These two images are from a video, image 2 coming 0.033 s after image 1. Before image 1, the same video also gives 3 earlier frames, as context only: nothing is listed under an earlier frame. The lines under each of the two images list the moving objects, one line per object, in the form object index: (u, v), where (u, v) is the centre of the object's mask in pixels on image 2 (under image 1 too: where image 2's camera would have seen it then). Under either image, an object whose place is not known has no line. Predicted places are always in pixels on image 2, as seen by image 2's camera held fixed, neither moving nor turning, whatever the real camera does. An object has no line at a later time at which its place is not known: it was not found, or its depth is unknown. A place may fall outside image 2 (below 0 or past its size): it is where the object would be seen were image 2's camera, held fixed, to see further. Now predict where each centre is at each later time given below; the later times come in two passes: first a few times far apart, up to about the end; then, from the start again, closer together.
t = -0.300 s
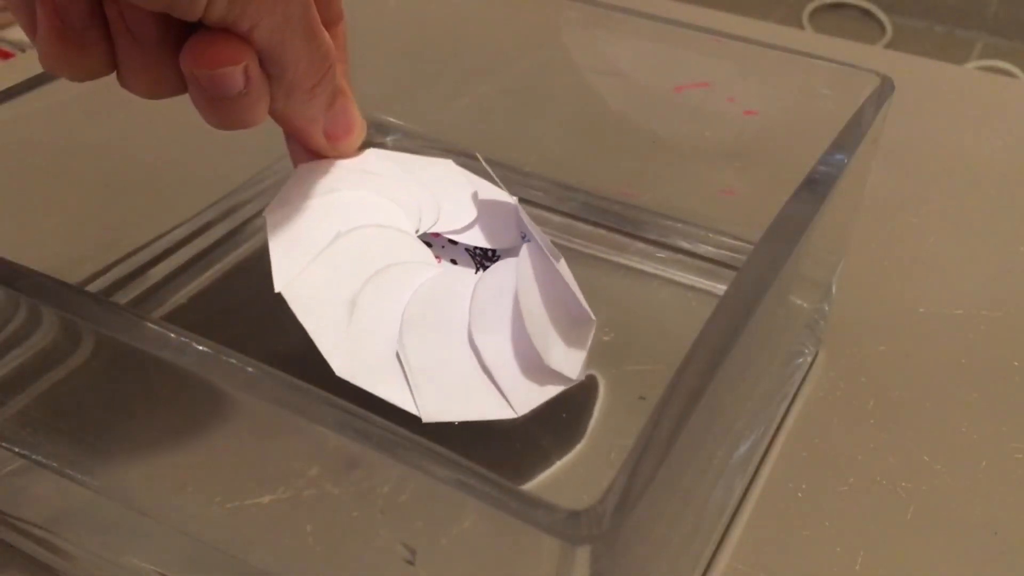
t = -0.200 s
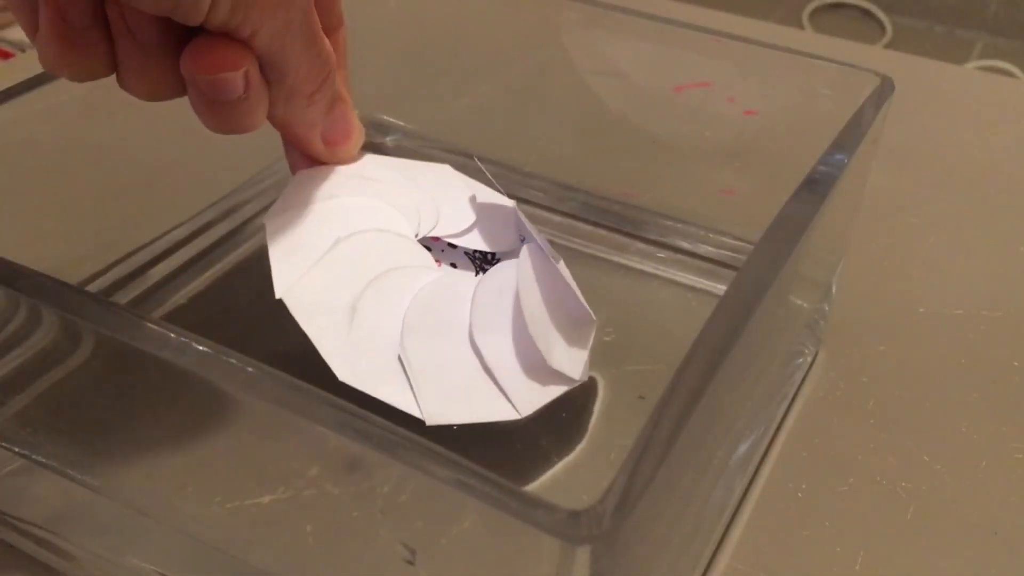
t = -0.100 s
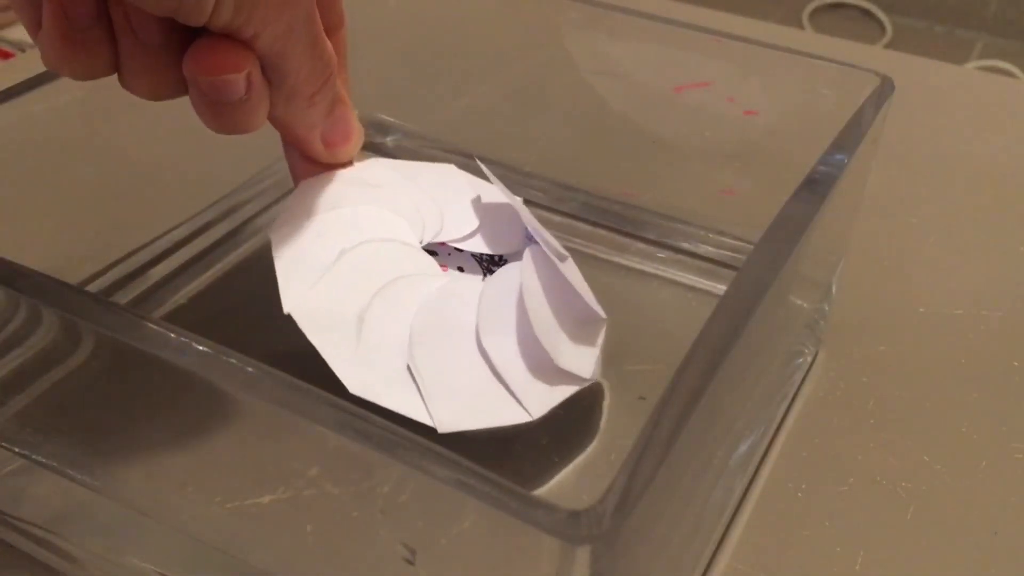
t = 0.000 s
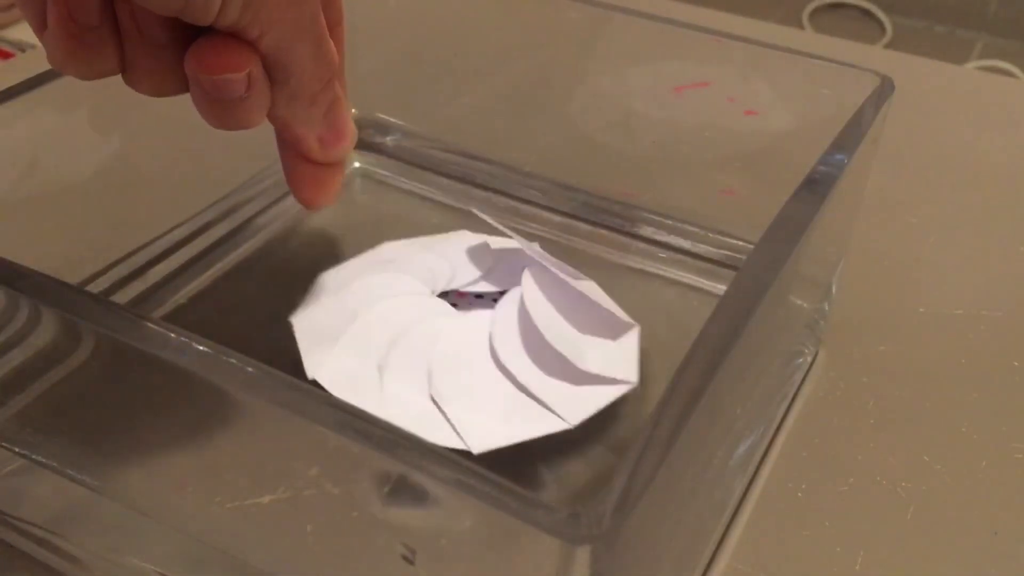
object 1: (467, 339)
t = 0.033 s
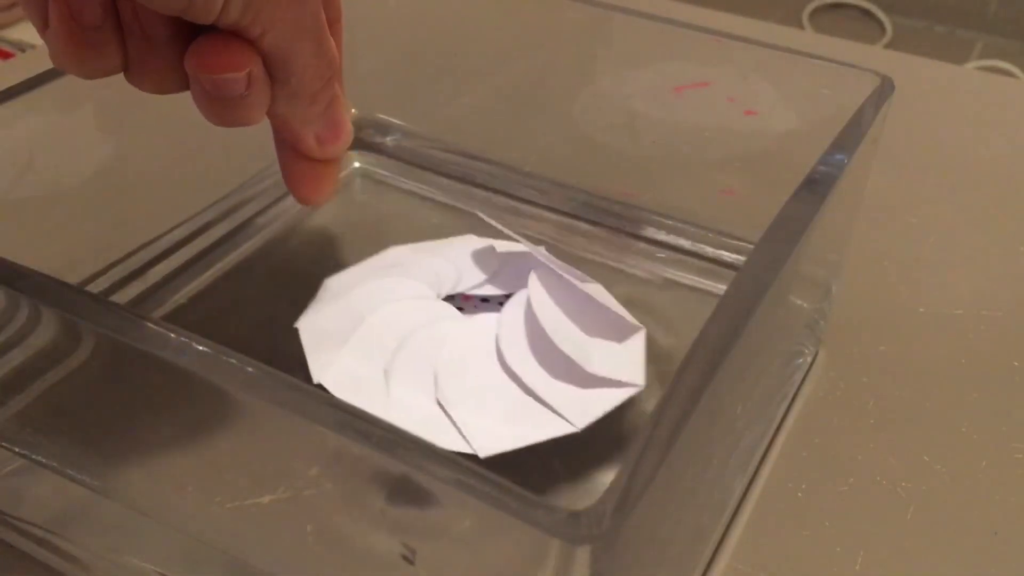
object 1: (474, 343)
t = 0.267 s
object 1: (491, 350)
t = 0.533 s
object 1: (497, 353)
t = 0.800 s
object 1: (502, 354)
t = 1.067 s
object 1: (506, 356)
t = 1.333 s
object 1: (510, 359)
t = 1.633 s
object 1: (519, 362)
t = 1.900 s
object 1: (517, 364)
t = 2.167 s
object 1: (517, 364)
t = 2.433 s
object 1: (516, 366)
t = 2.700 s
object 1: (515, 367)
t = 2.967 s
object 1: (514, 369)
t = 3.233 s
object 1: (513, 371)
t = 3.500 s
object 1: (512, 374)
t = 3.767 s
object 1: (511, 377)
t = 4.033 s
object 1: (510, 381)
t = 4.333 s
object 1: (509, 384)
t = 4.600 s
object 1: (510, 383)
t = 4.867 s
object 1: (510, 382)
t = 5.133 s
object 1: (511, 382)
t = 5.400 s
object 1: (511, 381)
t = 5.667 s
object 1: (512, 380)
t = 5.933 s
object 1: (513, 380)
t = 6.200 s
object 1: (513, 379)
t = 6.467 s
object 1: (514, 378)
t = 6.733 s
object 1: (515, 377)
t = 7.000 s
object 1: (516, 376)
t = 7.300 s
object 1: (520, 369)
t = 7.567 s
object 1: (526, 362)
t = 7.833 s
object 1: (532, 356)
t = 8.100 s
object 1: (536, 351)
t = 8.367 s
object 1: (538, 347)
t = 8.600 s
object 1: (540, 345)
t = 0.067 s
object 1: (479, 345)
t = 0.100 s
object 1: (482, 347)
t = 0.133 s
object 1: (485, 347)
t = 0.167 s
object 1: (487, 348)
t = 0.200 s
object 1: (489, 348)
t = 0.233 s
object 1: (490, 349)
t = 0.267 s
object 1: (491, 350)
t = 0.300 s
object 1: (493, 350)
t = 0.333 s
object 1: (494, 351)
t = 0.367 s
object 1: (495, 351)
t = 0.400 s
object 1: (495, 351)
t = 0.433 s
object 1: (496, 352)
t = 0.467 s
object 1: (497, 352)
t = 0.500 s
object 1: (497, 352)
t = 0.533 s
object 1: (497, 353)
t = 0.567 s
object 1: (498, 353)
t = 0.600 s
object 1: (499, 353)
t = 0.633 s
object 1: (499, 353)
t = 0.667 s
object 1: (500, 353)
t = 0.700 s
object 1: (500, 353)
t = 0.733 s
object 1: (501, 354)
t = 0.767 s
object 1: (501, 354)
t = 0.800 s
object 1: (502, 354)
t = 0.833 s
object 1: (503, 355)
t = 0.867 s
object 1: (503, 355)
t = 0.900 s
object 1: (504, 355)
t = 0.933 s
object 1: (504, 355)
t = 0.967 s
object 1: (505, 355)
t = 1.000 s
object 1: (505, 356)
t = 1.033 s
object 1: (505, 356)
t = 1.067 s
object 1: (506, 356)
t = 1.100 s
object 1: (506, 356)
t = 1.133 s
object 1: (507, 357)
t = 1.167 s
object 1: (508, 357)
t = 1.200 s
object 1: (508, 358)
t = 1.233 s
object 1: (509, 358)
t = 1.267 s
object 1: (509, 358)
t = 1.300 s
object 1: (510, 358)
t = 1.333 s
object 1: (510, 359)
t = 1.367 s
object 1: (511, 359)
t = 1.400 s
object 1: (512, 359)
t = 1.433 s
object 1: (513, 360)
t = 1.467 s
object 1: (515, 360)
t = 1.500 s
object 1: (516, 361)
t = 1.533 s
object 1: (517, 362)
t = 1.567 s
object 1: (518, 362)
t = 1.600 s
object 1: (519, 362)
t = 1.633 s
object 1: (519, 362)
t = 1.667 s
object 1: (519, 363)
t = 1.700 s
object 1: (519, 362)
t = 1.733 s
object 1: (519, 362)
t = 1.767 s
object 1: (518, 363)
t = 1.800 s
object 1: (518, 363)
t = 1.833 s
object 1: (518, 363)
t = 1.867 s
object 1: (518, 363)
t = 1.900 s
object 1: (517, 364)
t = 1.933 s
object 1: (518, 364)
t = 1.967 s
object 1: (518, 364)
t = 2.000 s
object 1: (518, 364)
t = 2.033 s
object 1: (518, 364)
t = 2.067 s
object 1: (518, 364)
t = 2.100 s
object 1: (517, 364)
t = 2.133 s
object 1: (517, 364)
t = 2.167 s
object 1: (517, 364)
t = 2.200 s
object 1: (517, 365)
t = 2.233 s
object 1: (517, 365)
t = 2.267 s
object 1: (517, 365)
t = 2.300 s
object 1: (516, 365)
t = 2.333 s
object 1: (517, 365)
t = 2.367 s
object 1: (517, 365)
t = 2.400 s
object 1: (516, 365)
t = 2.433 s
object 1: (516, 366)
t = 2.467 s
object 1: (517, 365)
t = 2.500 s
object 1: (517, 365)
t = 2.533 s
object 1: (516, 366)
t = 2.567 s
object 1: (516, 366)
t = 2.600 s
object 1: (516, 367)
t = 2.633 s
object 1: (516, 367)
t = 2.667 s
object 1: (516, 367)
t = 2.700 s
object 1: (515, 367)
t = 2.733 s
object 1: (515, 368)
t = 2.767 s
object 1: (515, 368)
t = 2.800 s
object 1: (515, 368)
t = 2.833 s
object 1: (515, 368)
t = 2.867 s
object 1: (514, 369)
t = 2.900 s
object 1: (514, 369)
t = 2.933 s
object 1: (514, 369)
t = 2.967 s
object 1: (514, 369)
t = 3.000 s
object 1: (514, 369)
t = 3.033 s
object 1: (514, 370)
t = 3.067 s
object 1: (514, 370)
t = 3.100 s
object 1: (514, 370)
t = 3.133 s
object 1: (514, 370)
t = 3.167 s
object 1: (514, 370)
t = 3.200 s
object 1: (513, 371)
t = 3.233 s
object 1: (513, 371)
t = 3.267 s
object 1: (513, 371)
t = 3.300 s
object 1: (513, 372)
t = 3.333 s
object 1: (513, 372)
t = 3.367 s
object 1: (513, 372)
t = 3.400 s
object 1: (512, 373)
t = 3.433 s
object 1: (512, 373)
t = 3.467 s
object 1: (512, 374)
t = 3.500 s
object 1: (512, 374)
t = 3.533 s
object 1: (512, 374)
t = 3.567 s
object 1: (511, 375)
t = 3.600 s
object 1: (511, 375)
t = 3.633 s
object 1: (511, 376)
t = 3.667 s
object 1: (511, 376)
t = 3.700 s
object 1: (511, 376)
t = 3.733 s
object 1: (511, 377)
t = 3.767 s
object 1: (511, 377)
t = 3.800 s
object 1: (511, 377)
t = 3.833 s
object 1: (511, 378)
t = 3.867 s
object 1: (510, 378)
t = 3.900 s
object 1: (510, 379)
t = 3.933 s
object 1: (510, 379)
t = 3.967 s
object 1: (510, 380)
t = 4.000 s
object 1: (510, 380)
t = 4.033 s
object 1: (510, 381)
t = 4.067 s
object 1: (509, 381)
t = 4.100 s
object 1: (509, 382)
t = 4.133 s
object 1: (509, 382)
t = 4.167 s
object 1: (509, 383)
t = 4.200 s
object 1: (509, 383)
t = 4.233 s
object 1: (509, 384)
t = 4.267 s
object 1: (509, 384)
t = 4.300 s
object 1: (509, 384)
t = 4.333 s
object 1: (509, 384)
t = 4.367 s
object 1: (509, 384)
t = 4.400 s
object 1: (509, 384)
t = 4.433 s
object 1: (509, 384)
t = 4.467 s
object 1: (509, 384)
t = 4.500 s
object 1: (509, 384)
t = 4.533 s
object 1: (509, 383)
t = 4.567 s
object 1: (510, 383)
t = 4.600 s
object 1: (510, 383)
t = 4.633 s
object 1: (510, 383)
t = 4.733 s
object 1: (510, 383)
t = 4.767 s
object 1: (510, 383)
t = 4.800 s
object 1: (510, 383)
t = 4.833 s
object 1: (510, 383)
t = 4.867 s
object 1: (510, 382)
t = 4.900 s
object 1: (510, 382)
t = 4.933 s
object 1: (510, 382)
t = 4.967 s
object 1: (511, 382)
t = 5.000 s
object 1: (511, 382)
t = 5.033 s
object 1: (511, 382)
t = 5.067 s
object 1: (511, 382)
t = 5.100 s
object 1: (511, 382)
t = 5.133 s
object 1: (511, 382)
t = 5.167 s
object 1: (511, 382)
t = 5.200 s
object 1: (511, 382)
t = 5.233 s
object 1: (511, 382)
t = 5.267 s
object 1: (511, 382)
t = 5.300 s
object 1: (511, 381)
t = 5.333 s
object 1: (511, 381)
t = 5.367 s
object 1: (511, 381)
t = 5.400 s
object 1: (511, 381)
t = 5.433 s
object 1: (512, 381)
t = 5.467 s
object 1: (511, 381)
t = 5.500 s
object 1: (512, 381)
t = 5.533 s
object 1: (512, 381)
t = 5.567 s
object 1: (512, 381)
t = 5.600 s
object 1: (512, 381)
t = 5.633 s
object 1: (512, 381)
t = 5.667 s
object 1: (512, 380)
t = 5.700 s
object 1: (512, 380)
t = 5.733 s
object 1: (512, 380)
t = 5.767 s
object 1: (512, 380)
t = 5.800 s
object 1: (512, 380)
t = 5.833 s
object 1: (513, 380)
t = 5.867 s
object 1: (513, 380)
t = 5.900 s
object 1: (513, 380)
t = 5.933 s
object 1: (513, 380)
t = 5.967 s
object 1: (513, 380)
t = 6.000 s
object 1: (513, 380)
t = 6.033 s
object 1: (513, 379)
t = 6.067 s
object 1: (513, 379)
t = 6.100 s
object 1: (513, 379)
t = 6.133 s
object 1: (513, 379)
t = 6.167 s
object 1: (513, 379)
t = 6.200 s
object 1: (513, 379)
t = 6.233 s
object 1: (514, 379)
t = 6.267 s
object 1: (514, 378)
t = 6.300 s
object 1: (514, 378)
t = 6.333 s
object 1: (514, 378)
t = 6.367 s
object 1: (514, 378)
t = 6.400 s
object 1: (514, 378)
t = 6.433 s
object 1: (514, 378)
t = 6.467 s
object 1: (514, 378)
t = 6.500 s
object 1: (514, 378)
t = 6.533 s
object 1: (514, 378)
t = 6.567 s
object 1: (515, 378)
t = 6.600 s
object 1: (515, 377)
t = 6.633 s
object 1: (515, 377)
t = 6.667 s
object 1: (515, 377)
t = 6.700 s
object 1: (515, 377)
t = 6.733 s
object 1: (515, 377)
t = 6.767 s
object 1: (515, 377)
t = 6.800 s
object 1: (515, 377)
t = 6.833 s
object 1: (515, 376)
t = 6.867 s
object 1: (515, 376)
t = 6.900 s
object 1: (515, 376)
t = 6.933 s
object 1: (516, 376)
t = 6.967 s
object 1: (516, 376)
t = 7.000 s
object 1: (516, 376)
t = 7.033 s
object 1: (516, 376)
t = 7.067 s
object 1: (516, 376)
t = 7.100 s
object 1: (517, 374)
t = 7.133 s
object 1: (518, 373)
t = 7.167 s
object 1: (518, 373)
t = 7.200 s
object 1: (518, 372)
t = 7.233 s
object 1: (519, 371)
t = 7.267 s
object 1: (520, 370)
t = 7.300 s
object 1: (520, 369)
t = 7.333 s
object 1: (521, 369)
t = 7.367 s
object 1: (521, 368)
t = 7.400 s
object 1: (523, 367)
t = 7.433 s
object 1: (524, 366)
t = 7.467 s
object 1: (524, 365)
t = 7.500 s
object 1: (525, 364)
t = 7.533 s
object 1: (525, 363)
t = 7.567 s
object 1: (526, 362)
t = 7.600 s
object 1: (526, 362)
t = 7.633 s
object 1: (528, 361)
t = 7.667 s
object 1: (529, 360)
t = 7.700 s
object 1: (529, 359)
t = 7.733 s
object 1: (530, 358)
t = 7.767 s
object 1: (530, 357)
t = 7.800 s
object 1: (531, 356)
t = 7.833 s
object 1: (532, 356)
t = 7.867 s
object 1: (532, 355)
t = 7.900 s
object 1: (533, 354)
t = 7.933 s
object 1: (534, 354)
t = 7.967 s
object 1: (534, 353)
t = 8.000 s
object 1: (535, 352)
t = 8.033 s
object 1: (535, 352)
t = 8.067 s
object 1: (535, 351)
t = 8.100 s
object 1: (536, 351)
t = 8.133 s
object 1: (536, 350)
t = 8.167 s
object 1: (536, 350)
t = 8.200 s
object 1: (537, 349)
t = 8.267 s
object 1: (537, 348)
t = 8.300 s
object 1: (537, 348)
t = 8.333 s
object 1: (538, 348)
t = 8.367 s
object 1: (538, 347)
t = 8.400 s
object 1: (538, 347)
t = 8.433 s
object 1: (538, 347)
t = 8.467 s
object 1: (539, 346)
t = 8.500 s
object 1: (539, 346)
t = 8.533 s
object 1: (539, 346)
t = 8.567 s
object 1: (539, 345)
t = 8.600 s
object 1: (540, 345)
